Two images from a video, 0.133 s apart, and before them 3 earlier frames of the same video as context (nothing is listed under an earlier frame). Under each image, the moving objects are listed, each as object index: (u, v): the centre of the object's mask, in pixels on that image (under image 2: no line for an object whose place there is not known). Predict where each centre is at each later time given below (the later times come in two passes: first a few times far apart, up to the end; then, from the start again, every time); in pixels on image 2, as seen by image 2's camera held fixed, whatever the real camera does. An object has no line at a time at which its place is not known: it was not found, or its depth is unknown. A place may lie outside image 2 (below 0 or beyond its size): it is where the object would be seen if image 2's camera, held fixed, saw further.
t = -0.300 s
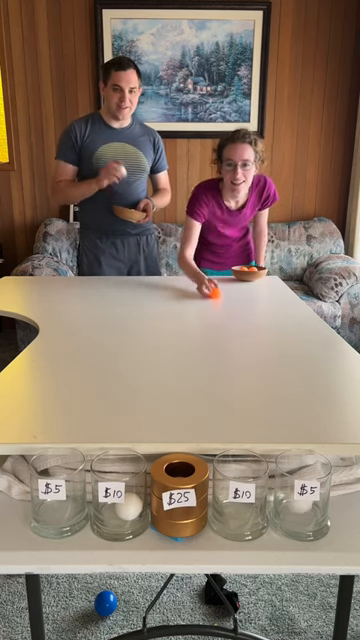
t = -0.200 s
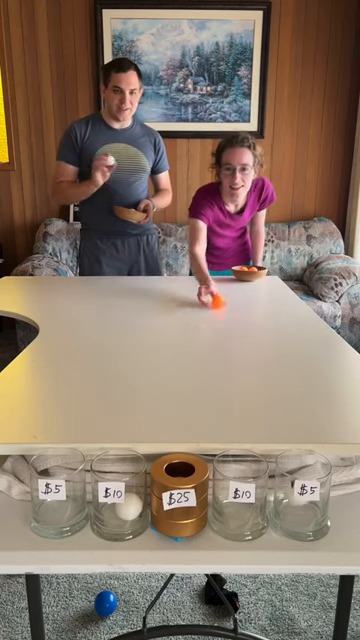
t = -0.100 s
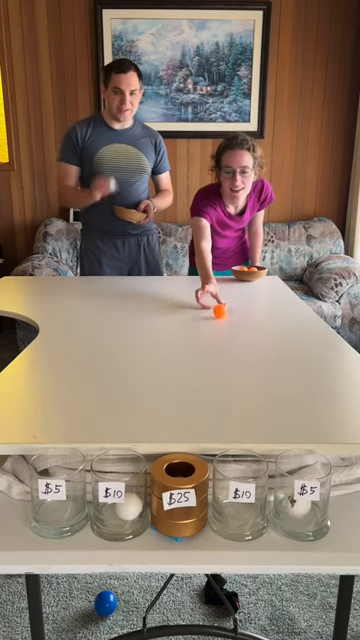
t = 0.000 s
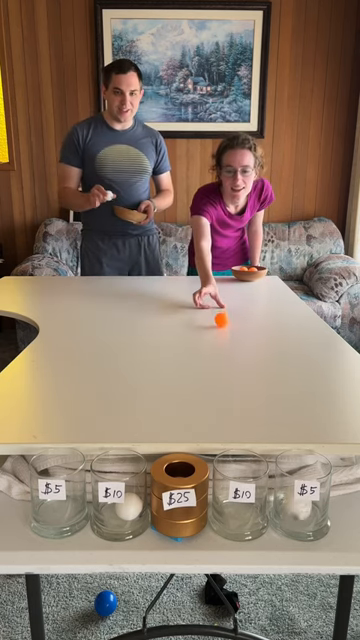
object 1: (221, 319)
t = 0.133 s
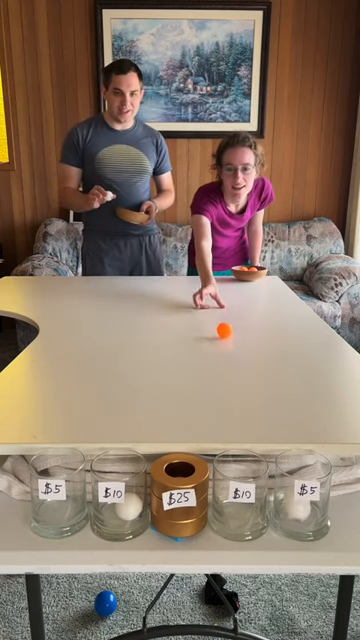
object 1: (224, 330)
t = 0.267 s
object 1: (227, 341)
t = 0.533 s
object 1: (232, 364)
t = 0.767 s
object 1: (235, 386)
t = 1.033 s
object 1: (235, 412)
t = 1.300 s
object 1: (232, 440)
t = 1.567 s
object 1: (248, 470)
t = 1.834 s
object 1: (244, 508)
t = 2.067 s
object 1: (249, 479)
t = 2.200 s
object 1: (240, 505)
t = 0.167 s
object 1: (225, 333)
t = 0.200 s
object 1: (226, 336)
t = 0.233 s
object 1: (226, 338)
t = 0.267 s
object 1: (227, 341)
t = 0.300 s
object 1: (228, 344)
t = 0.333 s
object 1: (229, 346)
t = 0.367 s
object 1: (229, 349)
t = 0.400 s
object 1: (230, 352)
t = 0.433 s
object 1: (231, 355)
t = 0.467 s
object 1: (231, 358)
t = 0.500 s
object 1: (232, 361)
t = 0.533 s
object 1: (232, 364)
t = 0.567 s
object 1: (233, 367)
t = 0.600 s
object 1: (233, 370)
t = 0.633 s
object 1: (234, 373)
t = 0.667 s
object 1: (234, 377)
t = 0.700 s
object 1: (234, 380)
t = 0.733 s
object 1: (235, 383)
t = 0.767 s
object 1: (235, 386)
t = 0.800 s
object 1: (235, 389)
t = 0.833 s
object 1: (235, 393)
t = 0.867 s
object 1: (235, 396)
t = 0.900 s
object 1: (236, 399)
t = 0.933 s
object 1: (235, 402)
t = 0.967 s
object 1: (235, 405)
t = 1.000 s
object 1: (235, 409)
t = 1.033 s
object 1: (235, 412)
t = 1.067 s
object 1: (235, 415)
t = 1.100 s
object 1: (235, 418)
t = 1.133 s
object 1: (234, 422)
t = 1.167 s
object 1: (234, 425)
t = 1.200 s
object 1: (233, 427)
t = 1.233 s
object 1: (233, 430)
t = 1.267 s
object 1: (232, 433)
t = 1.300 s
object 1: (232, 440)
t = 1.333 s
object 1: (232, 447)
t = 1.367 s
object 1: (232, 460)
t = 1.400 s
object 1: (232, 475)
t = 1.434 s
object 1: (243, 508)
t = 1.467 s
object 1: (249, 505)
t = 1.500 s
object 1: (249, 478)
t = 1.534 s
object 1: (248, 472)
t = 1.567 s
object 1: (248, 470)
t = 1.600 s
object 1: (244, 472)
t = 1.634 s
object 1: (239, 477)
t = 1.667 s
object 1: (233, 502)
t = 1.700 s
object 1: (235, 479)
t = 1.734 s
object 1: (239, 475)
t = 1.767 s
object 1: (240, 476)
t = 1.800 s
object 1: (247, 480)
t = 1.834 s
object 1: (244, 508)
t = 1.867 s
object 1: (243, 509)
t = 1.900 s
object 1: (243, 505)
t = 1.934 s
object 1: (245, 478)
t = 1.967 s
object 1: (247, 479)
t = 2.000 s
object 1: (251, 503)
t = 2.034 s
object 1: (245, 507)
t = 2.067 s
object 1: (249, 479)
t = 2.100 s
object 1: (248, 478)
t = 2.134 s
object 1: (248, 478)
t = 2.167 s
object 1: (240, 506)
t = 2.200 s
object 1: (240, 505)
